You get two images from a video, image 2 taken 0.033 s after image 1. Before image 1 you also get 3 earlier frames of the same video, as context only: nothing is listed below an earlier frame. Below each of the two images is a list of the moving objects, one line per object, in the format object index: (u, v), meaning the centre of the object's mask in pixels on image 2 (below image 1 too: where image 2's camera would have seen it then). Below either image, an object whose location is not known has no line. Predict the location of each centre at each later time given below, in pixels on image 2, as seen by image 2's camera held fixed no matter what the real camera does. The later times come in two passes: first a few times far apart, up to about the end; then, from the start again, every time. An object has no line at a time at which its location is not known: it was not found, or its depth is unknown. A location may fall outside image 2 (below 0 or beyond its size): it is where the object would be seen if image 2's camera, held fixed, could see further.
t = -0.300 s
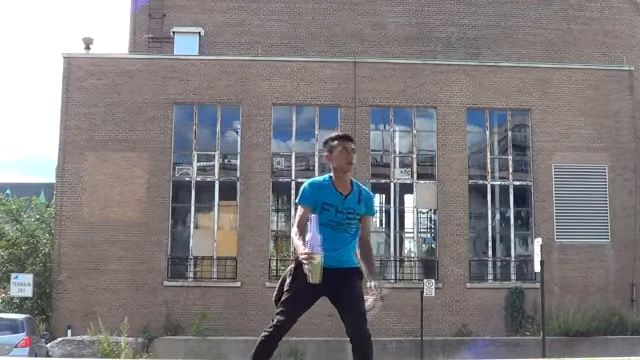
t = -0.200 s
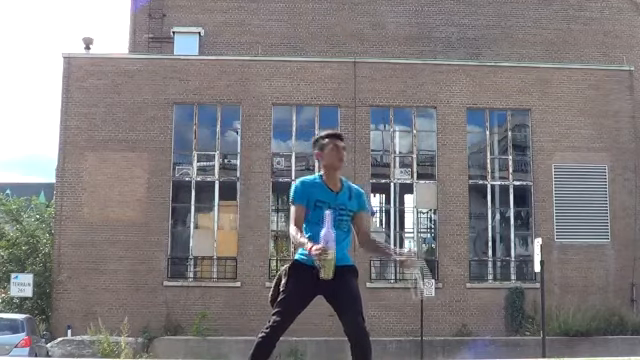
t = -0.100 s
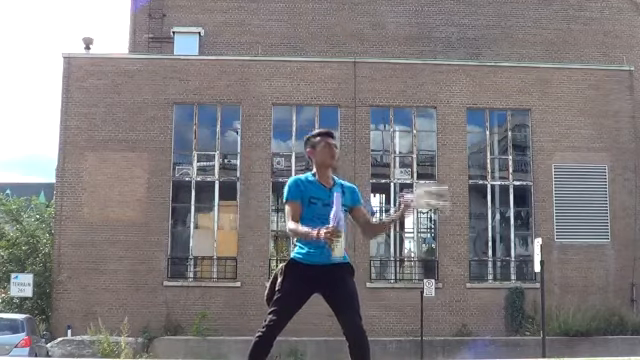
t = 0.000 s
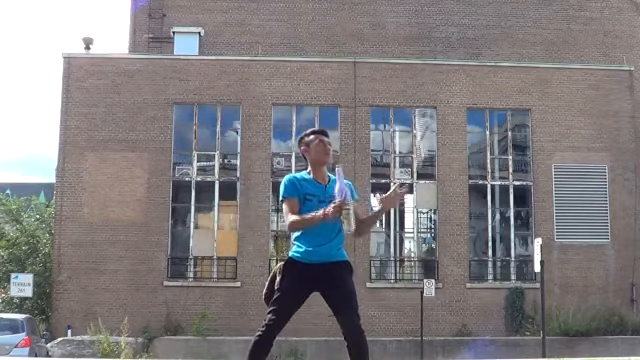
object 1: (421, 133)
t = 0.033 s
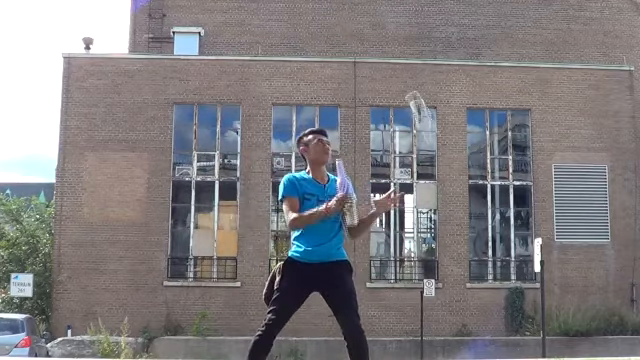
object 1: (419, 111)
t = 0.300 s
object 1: (405, 25)
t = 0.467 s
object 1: (397, 27)
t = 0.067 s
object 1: (418, 95)
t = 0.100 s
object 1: (422, 83)
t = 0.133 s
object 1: (420, 66)
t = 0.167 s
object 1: (416, 53)
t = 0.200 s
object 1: (412, 42)
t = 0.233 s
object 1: (408, 35)
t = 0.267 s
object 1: (406, 30)
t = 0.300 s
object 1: (405, 25)
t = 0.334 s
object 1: (402, 23)
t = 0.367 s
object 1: (401, 21)
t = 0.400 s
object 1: (400, 22)
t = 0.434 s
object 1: (399, 24)
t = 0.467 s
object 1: (397, 27)
